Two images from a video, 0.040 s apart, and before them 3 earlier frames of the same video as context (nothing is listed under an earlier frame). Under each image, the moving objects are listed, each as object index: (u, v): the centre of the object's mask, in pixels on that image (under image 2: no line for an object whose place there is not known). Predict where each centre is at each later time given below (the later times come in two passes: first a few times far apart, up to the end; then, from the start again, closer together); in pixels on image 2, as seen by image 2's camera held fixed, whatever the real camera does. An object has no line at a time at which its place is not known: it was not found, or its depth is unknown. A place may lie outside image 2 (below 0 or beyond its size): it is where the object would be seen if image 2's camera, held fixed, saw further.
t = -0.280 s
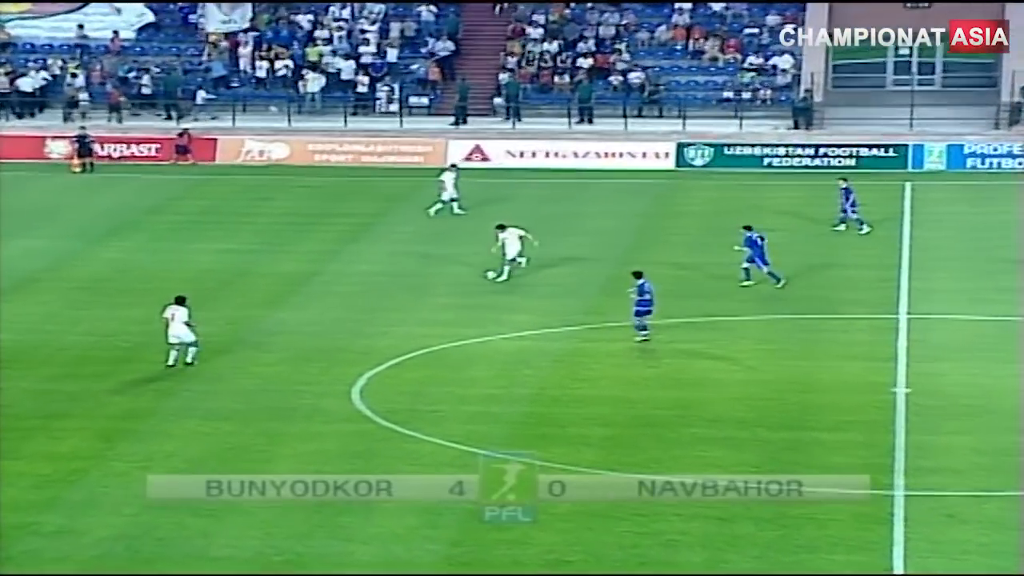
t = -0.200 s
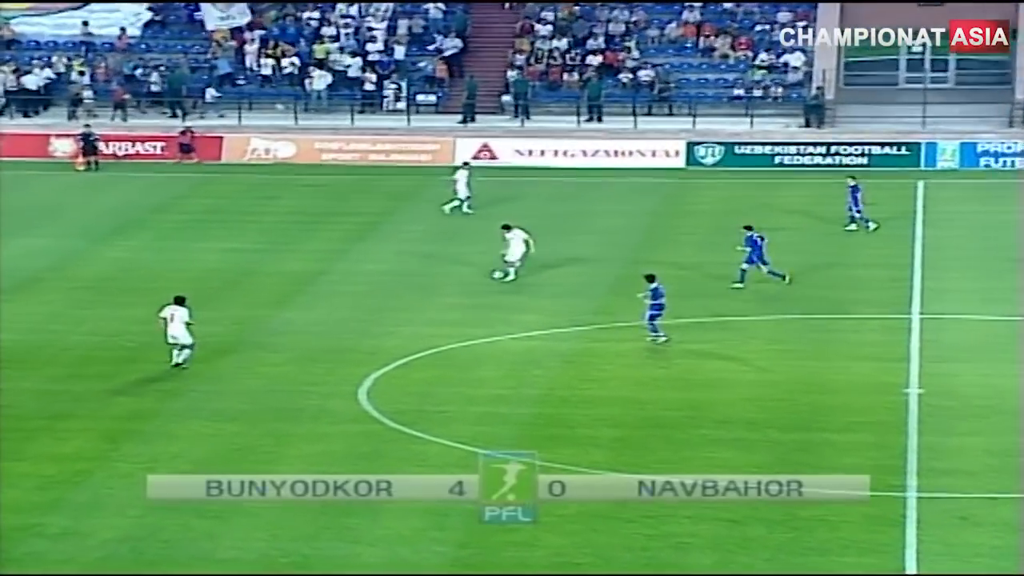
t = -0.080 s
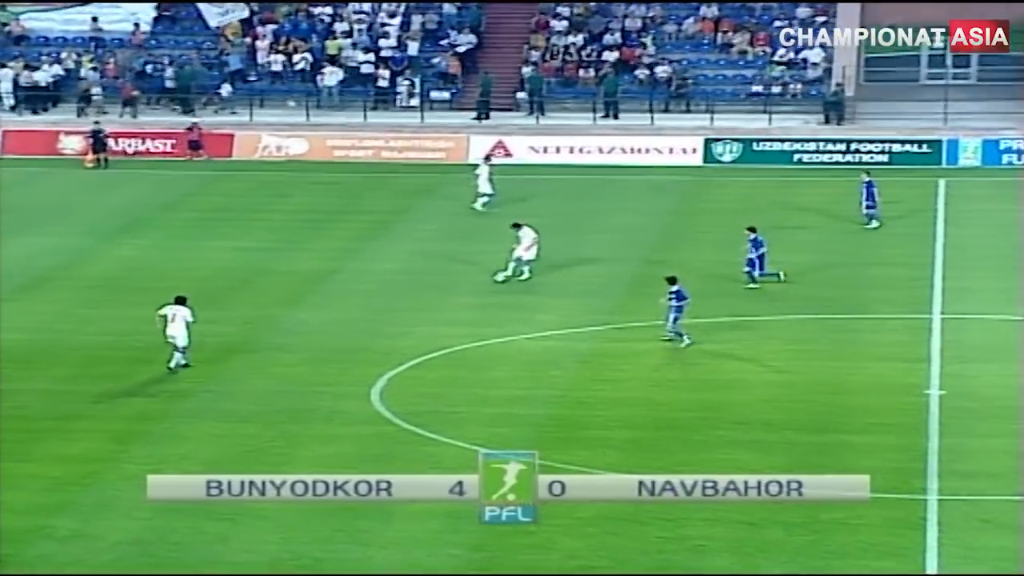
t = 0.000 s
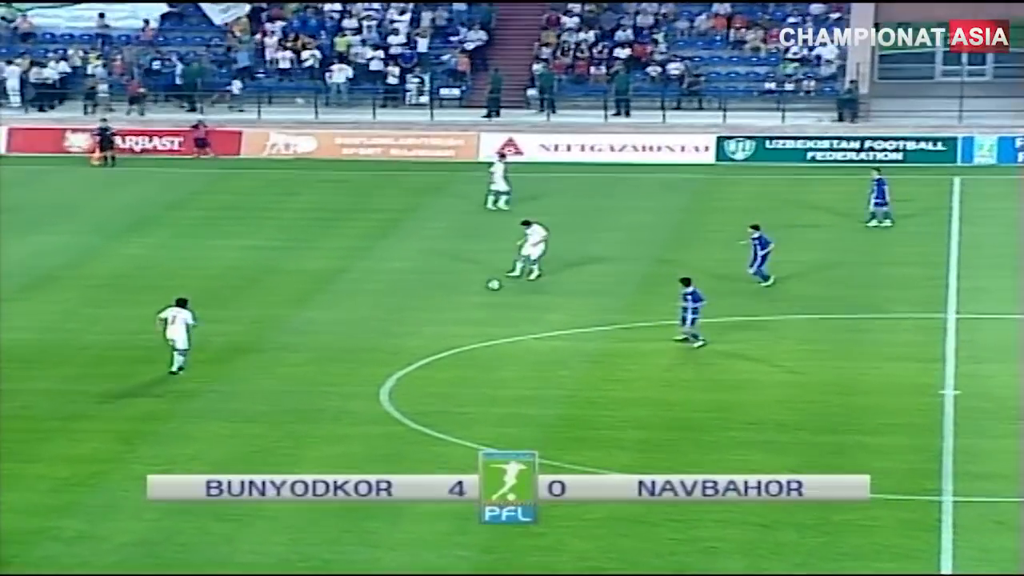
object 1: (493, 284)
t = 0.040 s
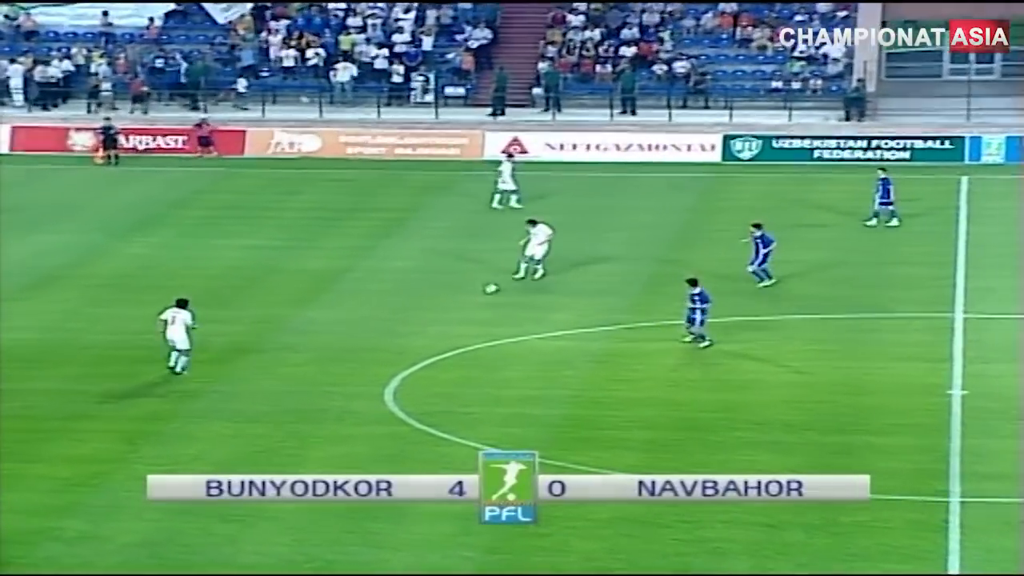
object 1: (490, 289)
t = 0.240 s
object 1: (452, 305)
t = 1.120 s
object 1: (320, 366)
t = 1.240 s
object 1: (307, 373)
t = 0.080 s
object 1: (483, 291)
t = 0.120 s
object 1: (475, 294)
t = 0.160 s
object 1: (467, 297)
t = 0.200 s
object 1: (460, 301)
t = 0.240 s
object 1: (452, 305)
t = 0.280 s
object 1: (445, 309)
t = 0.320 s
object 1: (438, 311)
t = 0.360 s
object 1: (431, 315)
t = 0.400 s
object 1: (424, 319)
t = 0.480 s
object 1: (410, 325)
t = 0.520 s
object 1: (403, 328)
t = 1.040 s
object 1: (329, 362)
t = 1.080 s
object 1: (325, 365)
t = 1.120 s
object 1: (320, 366)
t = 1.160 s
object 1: (315, 369)
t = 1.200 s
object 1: (312, 371)
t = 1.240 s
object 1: (307, 373)
